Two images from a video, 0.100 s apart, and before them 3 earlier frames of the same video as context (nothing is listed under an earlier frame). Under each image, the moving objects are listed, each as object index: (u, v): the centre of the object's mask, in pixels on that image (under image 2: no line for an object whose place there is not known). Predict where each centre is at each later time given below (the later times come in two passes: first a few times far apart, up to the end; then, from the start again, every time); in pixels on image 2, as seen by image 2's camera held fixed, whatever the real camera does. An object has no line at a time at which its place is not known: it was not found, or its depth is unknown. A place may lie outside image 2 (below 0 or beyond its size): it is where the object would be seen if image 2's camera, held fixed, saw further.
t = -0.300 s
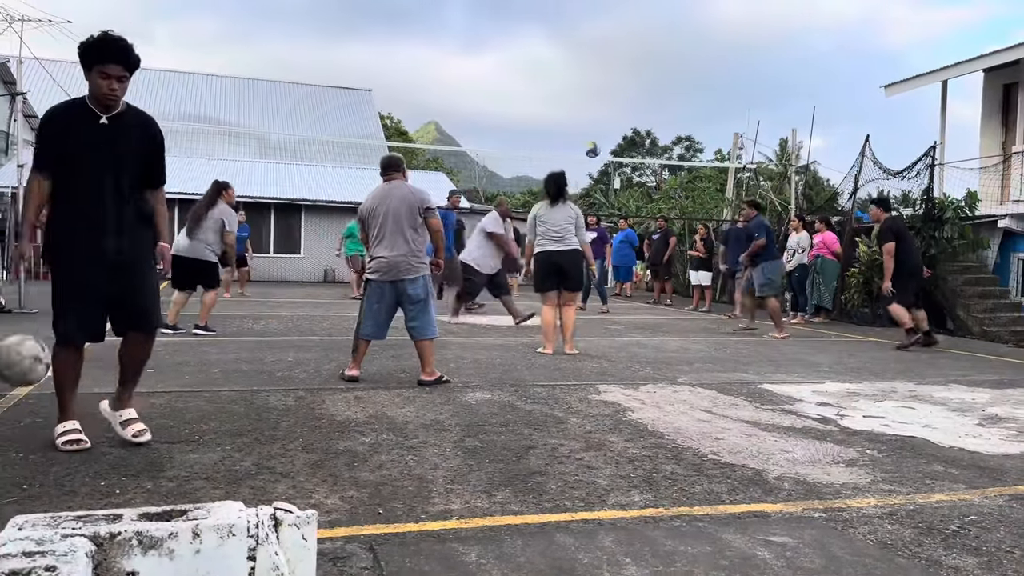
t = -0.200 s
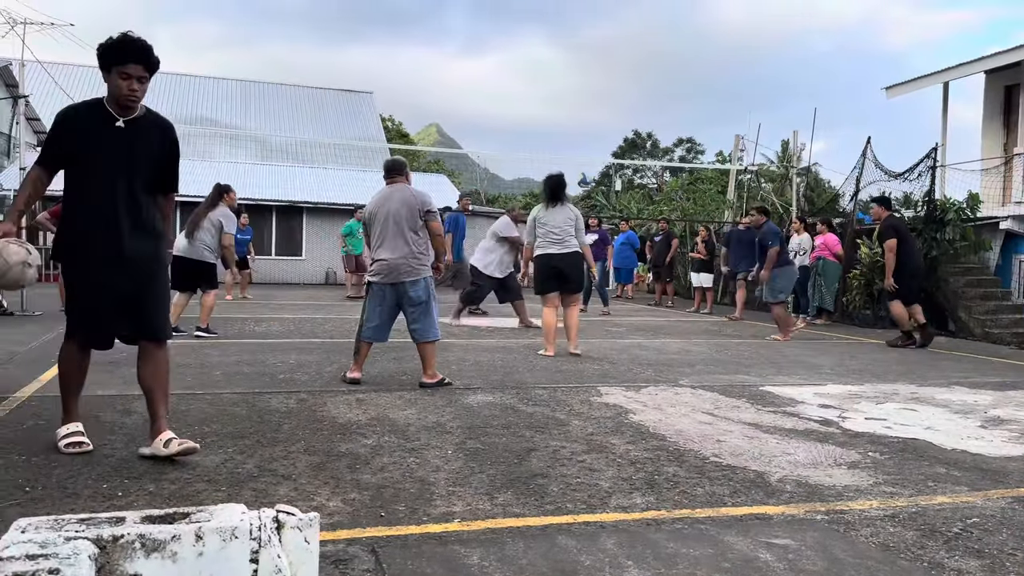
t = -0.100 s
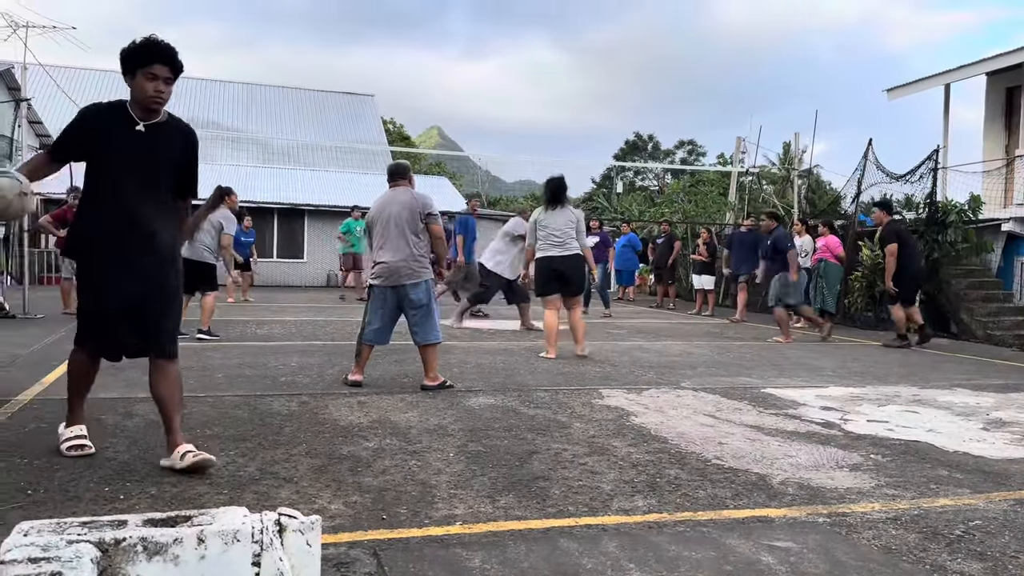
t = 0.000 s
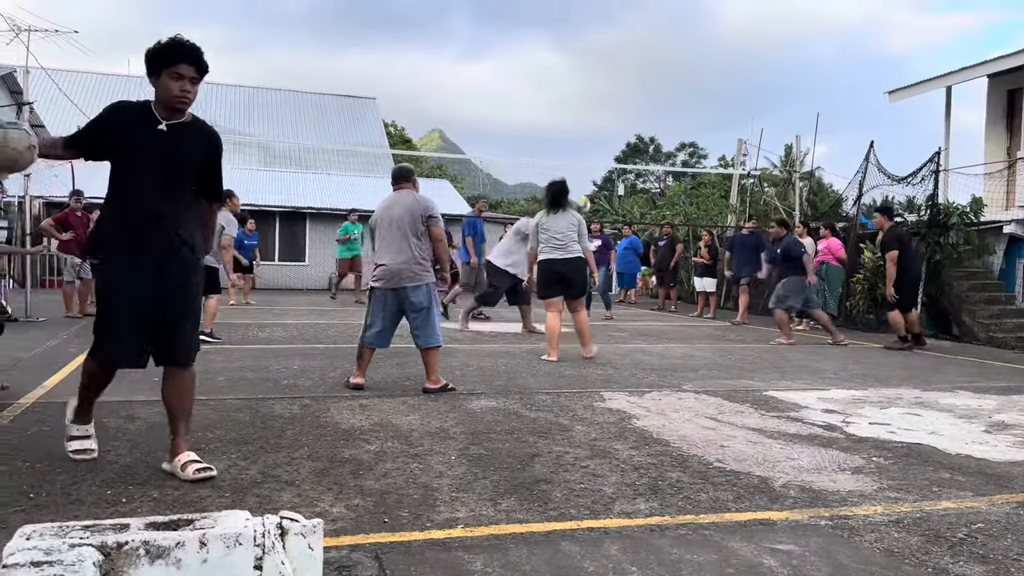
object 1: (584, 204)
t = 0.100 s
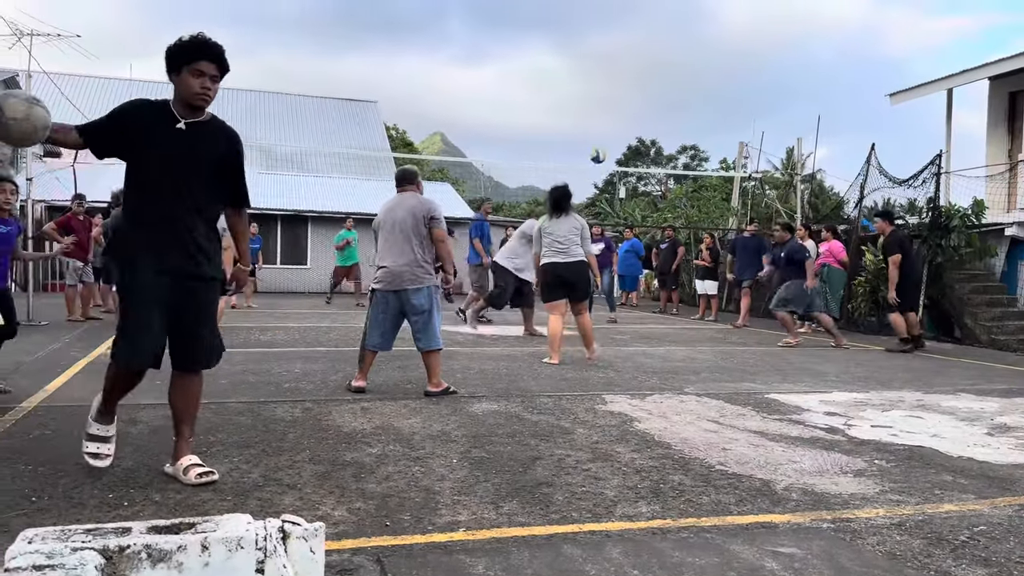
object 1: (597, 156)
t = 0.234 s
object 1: (616, 101)
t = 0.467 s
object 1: (644, 38)
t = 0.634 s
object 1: (663, 20)
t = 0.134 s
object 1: (602, 141)
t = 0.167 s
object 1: (607, 126)
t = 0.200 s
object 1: (611, 113)
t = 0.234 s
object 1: (616, 101)
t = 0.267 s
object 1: (620, 89)
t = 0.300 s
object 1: (624, 78)
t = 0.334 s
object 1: (628, 68)
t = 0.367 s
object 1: (632, 59)
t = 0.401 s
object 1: (636, 51)
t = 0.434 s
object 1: (640, 44)
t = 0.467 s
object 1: (644, 38)
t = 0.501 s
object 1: (648, 33)
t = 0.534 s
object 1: (652, 28)
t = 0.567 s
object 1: (656, 24)
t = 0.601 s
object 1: (659, 22)
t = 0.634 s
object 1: (663, 20)
